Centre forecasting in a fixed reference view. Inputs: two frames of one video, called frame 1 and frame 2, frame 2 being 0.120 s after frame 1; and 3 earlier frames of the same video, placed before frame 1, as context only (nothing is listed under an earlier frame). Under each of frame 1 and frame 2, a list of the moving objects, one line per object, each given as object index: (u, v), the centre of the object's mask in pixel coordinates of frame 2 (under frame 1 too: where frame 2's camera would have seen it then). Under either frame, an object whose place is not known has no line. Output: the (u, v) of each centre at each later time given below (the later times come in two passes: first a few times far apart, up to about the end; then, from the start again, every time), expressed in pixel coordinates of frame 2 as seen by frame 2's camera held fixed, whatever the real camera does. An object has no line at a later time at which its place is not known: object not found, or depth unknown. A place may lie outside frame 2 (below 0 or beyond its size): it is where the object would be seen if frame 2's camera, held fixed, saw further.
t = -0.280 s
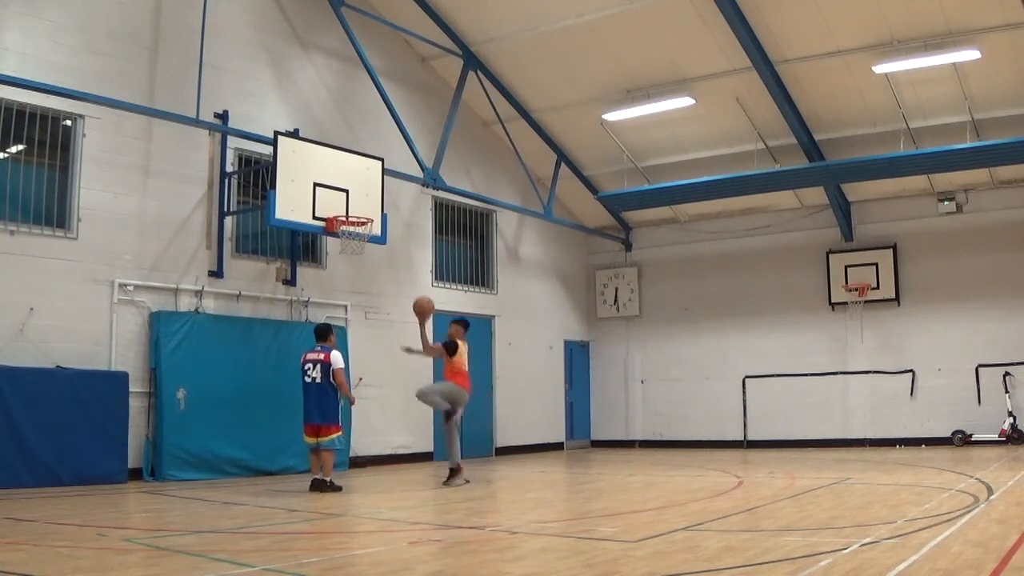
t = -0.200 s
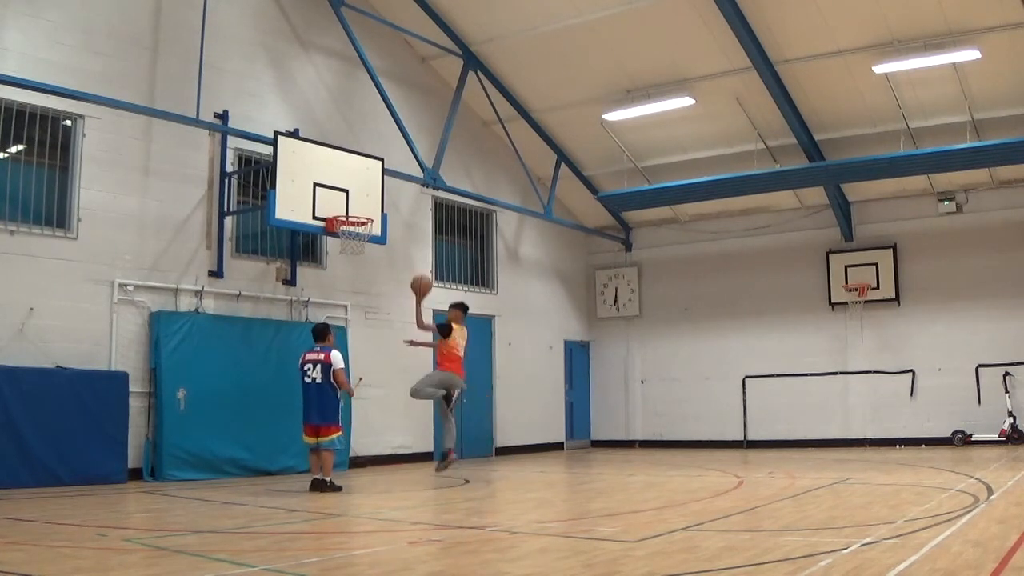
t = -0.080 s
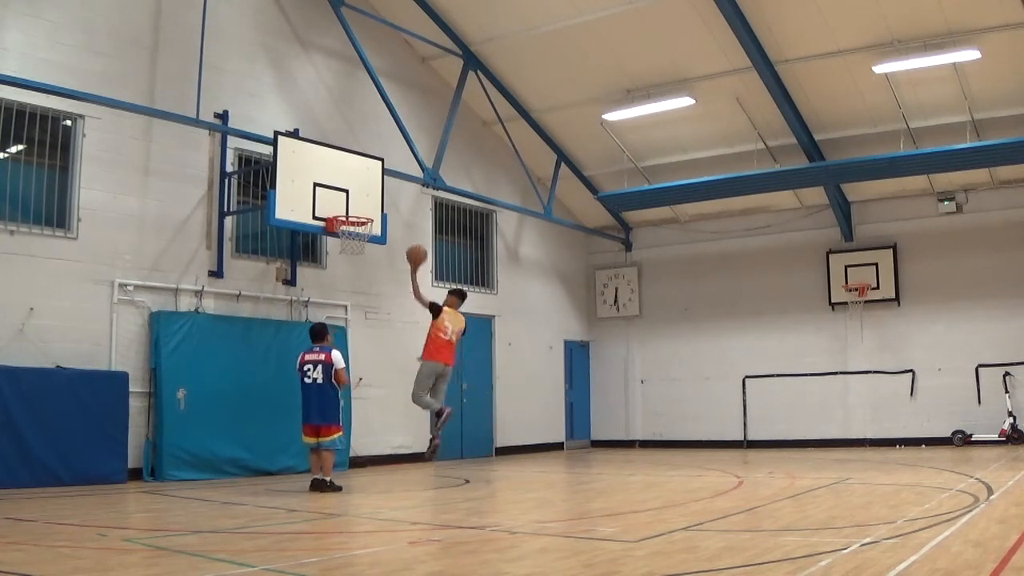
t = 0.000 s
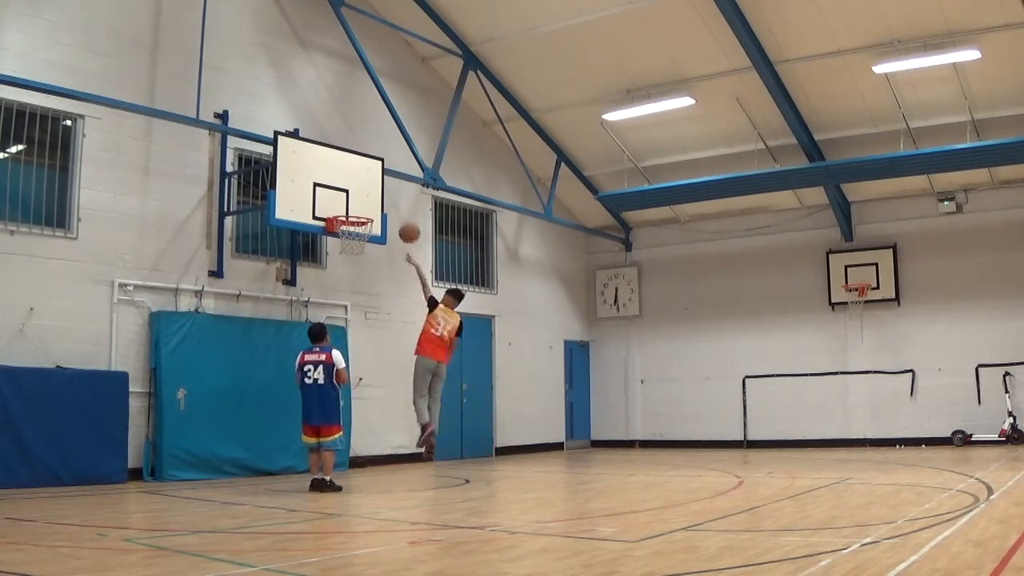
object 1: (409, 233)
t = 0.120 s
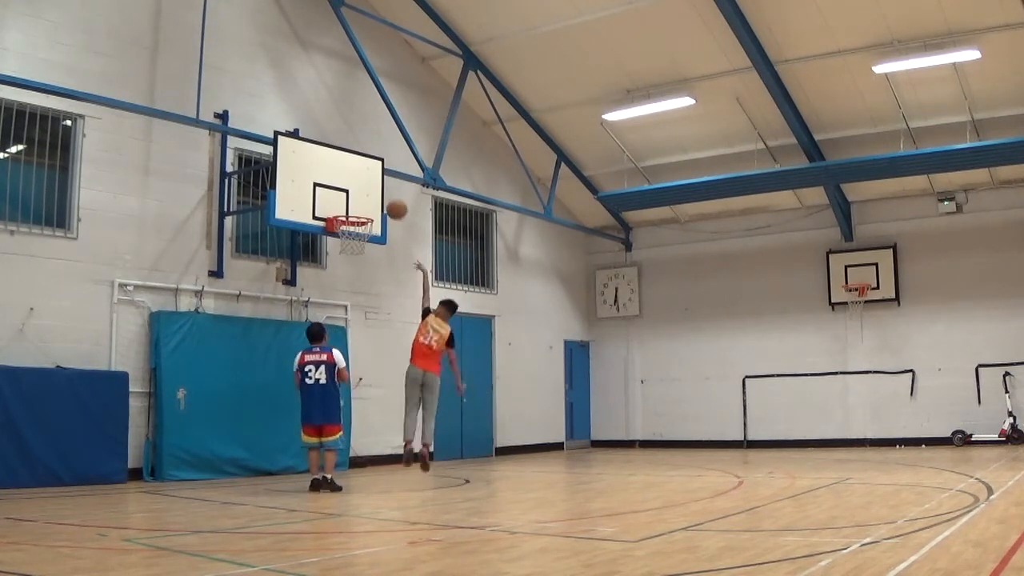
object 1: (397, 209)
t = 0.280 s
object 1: (380, 198)
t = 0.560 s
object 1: (353, 221)
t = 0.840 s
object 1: (340, 251)
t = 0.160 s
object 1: (392, 204)
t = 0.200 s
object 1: (388, 201)
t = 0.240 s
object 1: (384, 199)
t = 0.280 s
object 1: (380, 198)
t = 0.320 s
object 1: (376, 199)
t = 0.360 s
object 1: (372, 201)
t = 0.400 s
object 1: (369, 204)
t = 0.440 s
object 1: (365, 208)
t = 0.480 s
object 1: (361, 212)
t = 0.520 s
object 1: (356, 218)
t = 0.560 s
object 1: (353, 221)
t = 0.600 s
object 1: (348, 226)
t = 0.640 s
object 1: (344, 232)
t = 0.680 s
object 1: (341, 238)
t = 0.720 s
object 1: (339, 240)
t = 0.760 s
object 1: (339, 243)
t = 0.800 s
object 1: (339, 246)
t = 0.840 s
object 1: (340, 251)
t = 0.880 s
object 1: (340, 257)
